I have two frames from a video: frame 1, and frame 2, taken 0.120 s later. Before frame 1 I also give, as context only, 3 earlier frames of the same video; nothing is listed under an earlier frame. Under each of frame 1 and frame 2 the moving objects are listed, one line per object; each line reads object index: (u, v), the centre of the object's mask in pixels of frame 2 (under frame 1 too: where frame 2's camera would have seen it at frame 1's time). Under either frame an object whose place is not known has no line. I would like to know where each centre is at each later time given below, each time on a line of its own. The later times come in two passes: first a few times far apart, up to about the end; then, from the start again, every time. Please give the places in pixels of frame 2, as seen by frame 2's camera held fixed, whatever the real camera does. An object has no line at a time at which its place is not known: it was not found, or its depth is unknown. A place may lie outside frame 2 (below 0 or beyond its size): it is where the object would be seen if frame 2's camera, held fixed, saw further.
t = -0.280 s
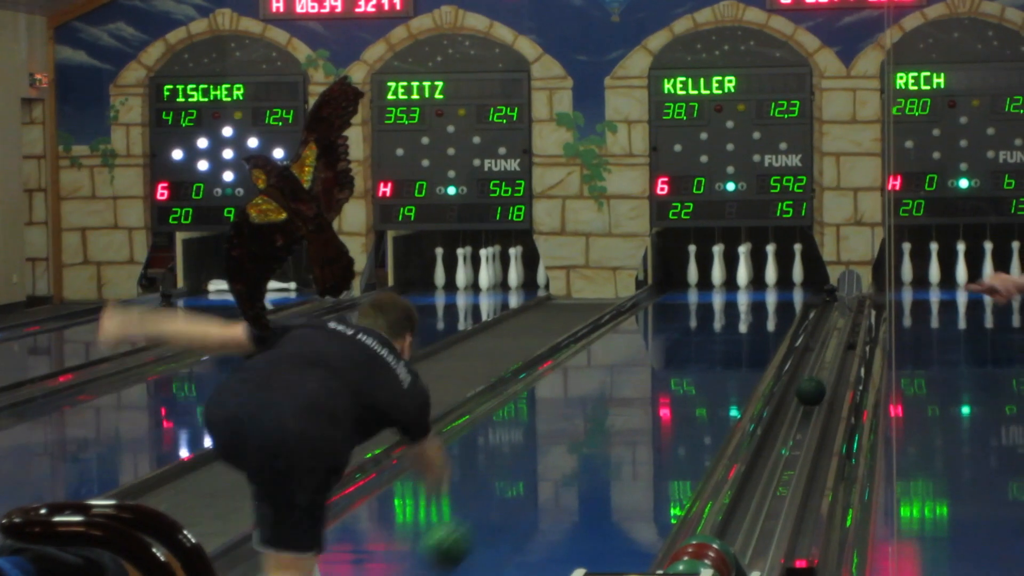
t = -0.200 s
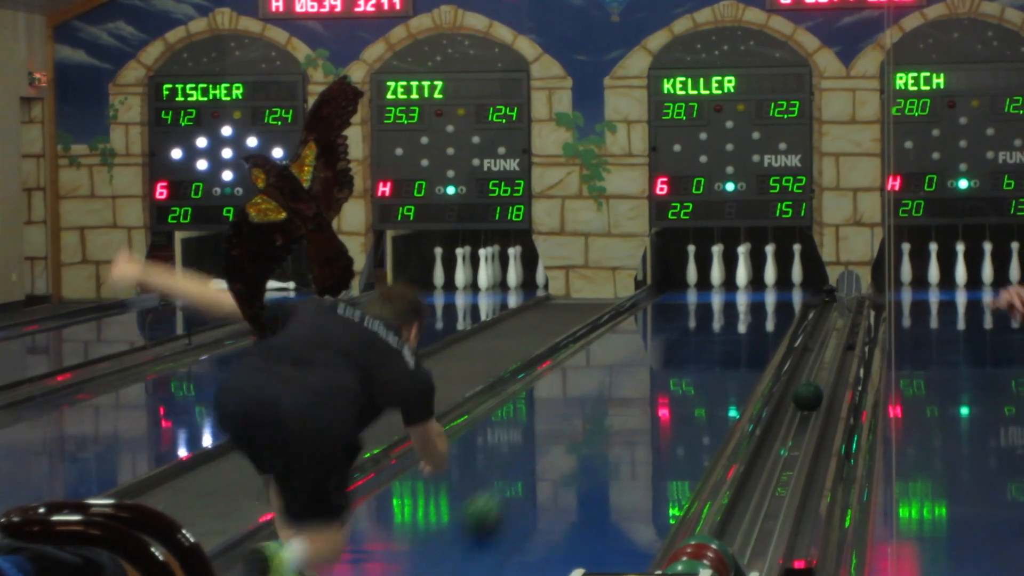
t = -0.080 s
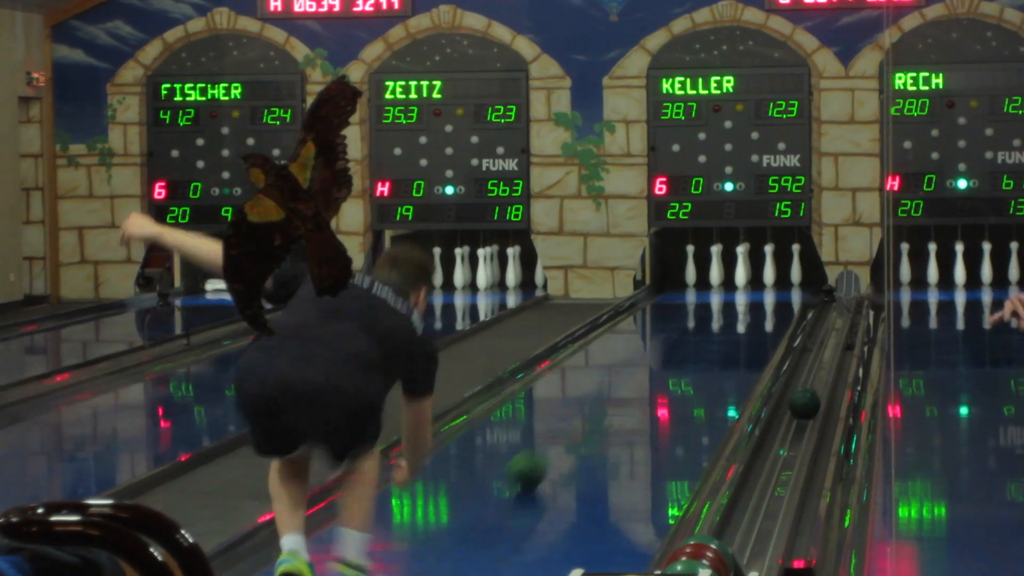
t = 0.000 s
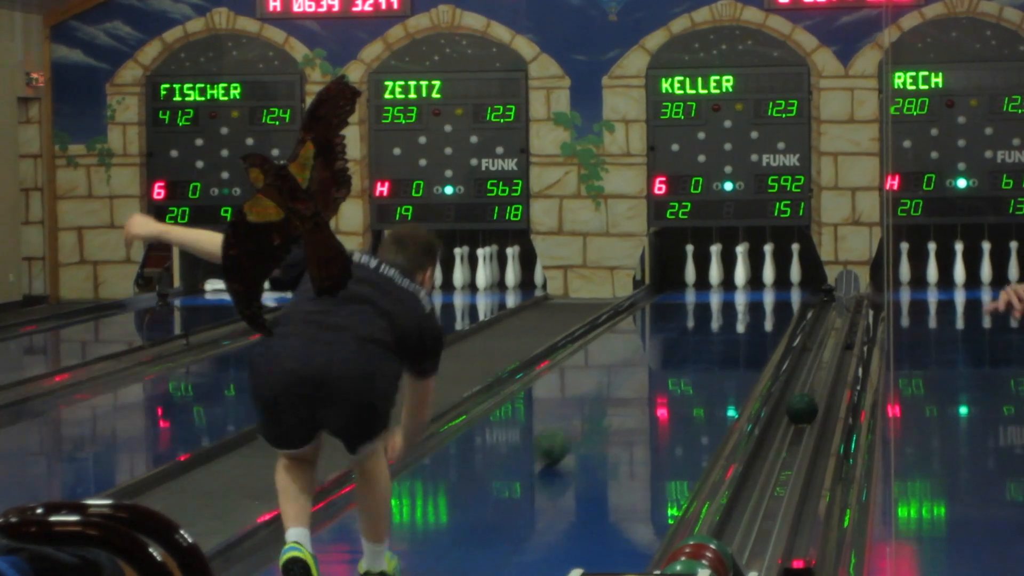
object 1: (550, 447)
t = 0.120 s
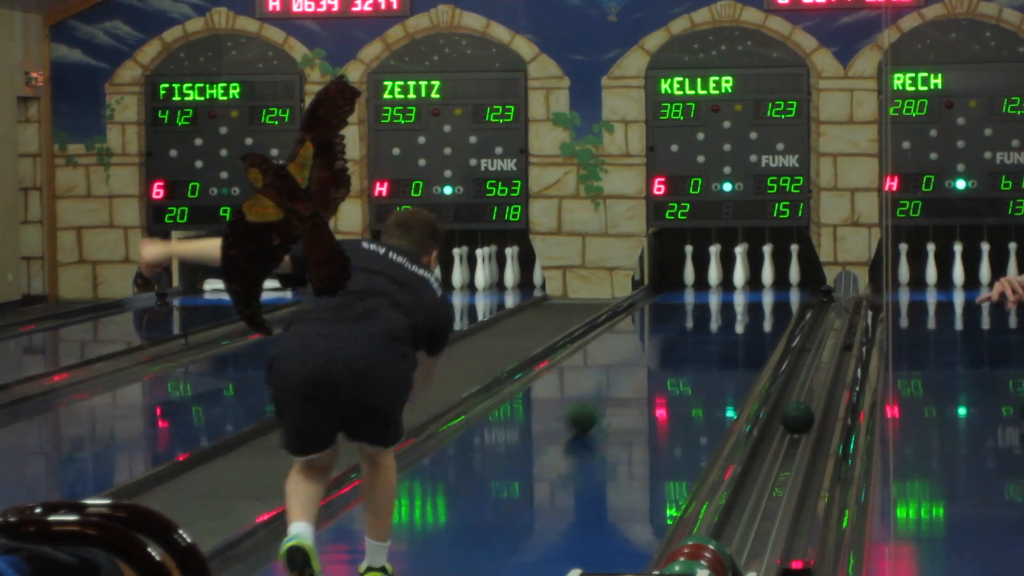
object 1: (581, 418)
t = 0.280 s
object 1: (614, 387)
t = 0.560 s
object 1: (657, 344)
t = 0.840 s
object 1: (687, 315)
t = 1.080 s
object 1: (706, 297)
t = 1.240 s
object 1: (719, 286)
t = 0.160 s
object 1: (591, 409)
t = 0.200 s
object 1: (599, 401)
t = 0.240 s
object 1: (607, 393)
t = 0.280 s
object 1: (614, 387)
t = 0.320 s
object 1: (620, 379)
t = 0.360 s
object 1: (627, 373)
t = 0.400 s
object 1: (634, 366)
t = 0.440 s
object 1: (640, 361)
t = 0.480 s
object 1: (647, 354)
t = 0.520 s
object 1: (651, 349)
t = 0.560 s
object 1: (657, 344)
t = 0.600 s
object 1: (662, 339)
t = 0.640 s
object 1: (667, 334)
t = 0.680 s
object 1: (671, 330)
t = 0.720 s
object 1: (675, 326)
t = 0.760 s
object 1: (680, 323)
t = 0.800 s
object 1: (683, 320)
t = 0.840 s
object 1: (687, 315)
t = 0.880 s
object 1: (691, 312)
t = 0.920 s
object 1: (694, 310)
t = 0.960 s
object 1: (697, 306)
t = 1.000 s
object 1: (701, 301)
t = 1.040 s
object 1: (703, 299)
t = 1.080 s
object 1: (706, 297)
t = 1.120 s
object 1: (711, 294)
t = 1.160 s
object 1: (713, 292)
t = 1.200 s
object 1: (716, 289)
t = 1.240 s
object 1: (719, 286)
